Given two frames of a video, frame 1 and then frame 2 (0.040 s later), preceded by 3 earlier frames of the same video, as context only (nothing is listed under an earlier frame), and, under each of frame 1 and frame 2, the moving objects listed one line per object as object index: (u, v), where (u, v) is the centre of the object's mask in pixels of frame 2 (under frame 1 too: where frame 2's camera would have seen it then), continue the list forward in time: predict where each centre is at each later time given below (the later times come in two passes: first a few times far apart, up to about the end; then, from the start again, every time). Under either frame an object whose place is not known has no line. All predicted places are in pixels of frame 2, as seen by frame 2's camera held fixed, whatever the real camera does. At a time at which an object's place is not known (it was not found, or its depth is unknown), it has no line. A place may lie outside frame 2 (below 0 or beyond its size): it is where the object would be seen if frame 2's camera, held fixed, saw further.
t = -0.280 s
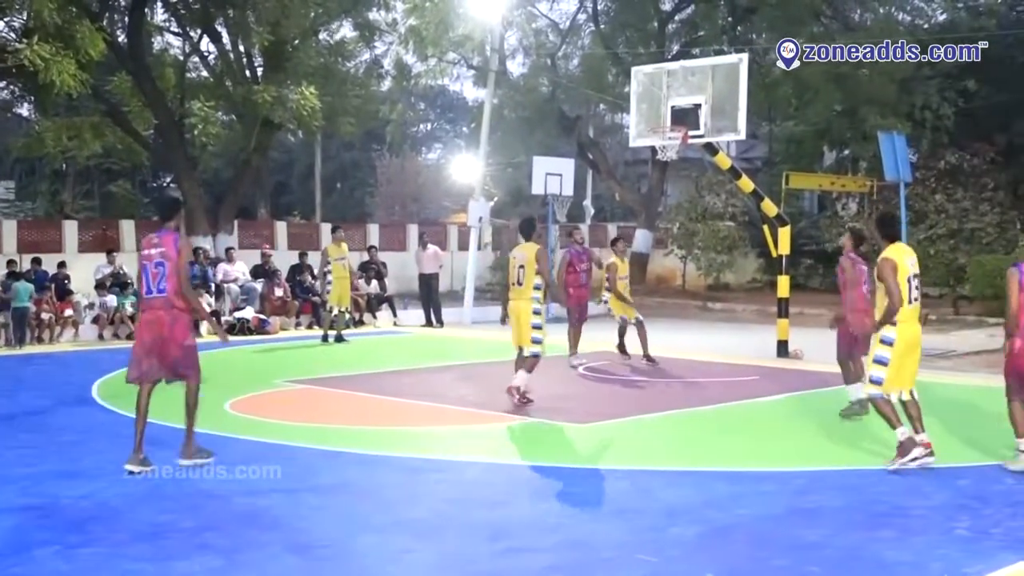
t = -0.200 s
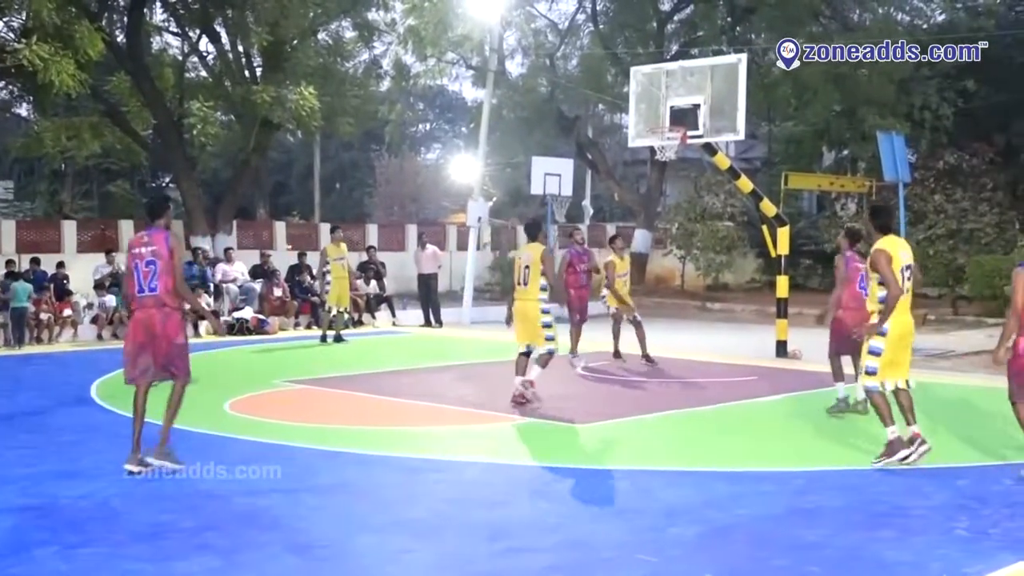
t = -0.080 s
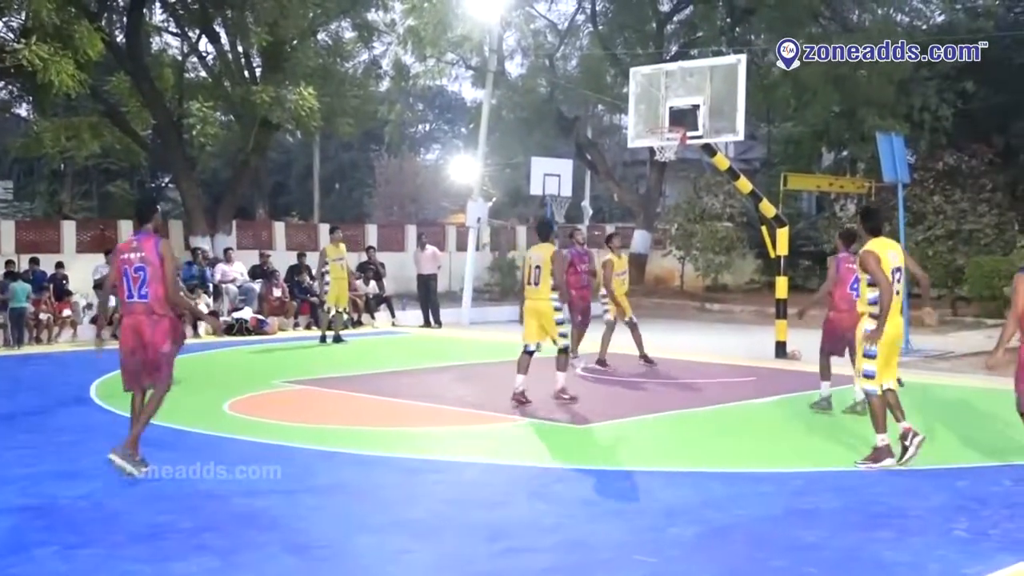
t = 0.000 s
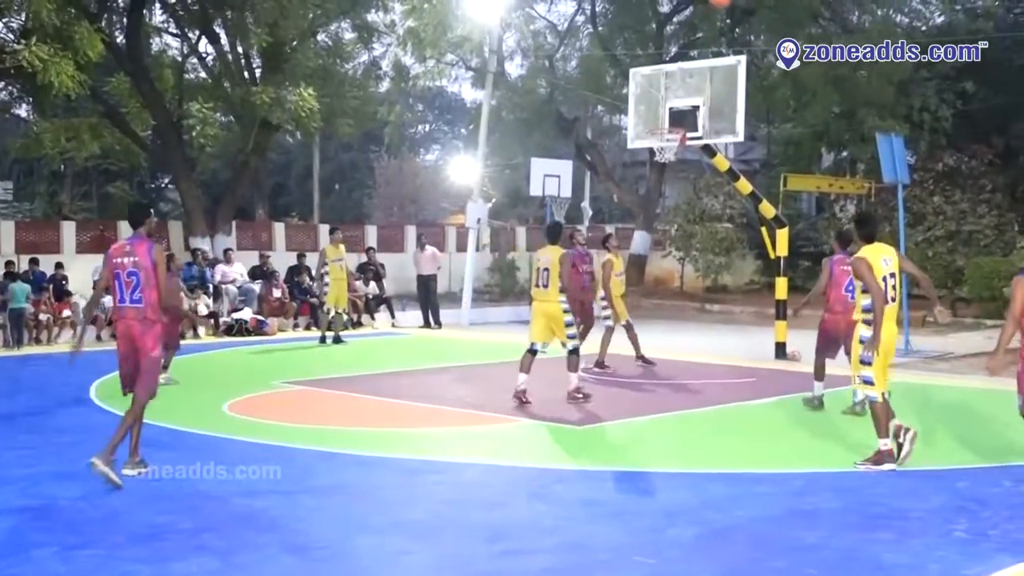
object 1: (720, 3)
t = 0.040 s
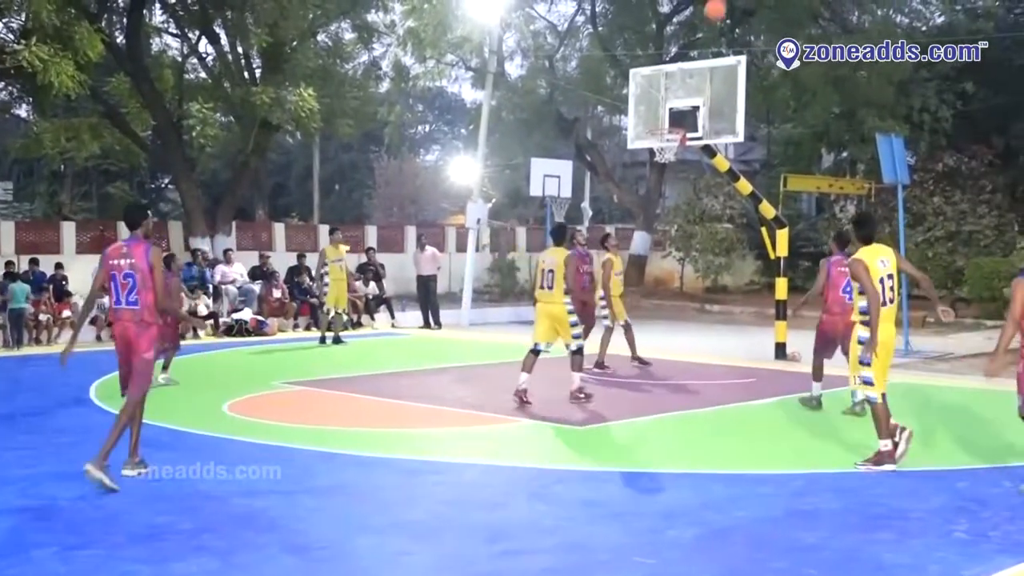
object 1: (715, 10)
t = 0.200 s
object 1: (695, 69)
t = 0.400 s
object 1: (704, 120)
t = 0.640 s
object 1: (779, 132)
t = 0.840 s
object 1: (847, 181)
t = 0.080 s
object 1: (710, 22)
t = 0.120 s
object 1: (705, 37)
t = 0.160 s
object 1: (700, 51)
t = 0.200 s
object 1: (695, 69)
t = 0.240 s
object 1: (690, 87)
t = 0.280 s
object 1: (686, 106)
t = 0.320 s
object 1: (682, 123)
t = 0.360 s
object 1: (690, 122)
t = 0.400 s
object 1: (704, 120)
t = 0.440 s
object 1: (717, 118)
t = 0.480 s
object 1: (727, 118)
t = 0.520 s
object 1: (741, 120)
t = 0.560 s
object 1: (754, 123)
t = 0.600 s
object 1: (766, 126)
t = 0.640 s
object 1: (779, 132)
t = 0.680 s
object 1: (791, 139)
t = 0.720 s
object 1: (805, 147)
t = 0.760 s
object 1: (818, 157)
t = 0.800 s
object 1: (832, 168)
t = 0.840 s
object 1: (847, 181)
